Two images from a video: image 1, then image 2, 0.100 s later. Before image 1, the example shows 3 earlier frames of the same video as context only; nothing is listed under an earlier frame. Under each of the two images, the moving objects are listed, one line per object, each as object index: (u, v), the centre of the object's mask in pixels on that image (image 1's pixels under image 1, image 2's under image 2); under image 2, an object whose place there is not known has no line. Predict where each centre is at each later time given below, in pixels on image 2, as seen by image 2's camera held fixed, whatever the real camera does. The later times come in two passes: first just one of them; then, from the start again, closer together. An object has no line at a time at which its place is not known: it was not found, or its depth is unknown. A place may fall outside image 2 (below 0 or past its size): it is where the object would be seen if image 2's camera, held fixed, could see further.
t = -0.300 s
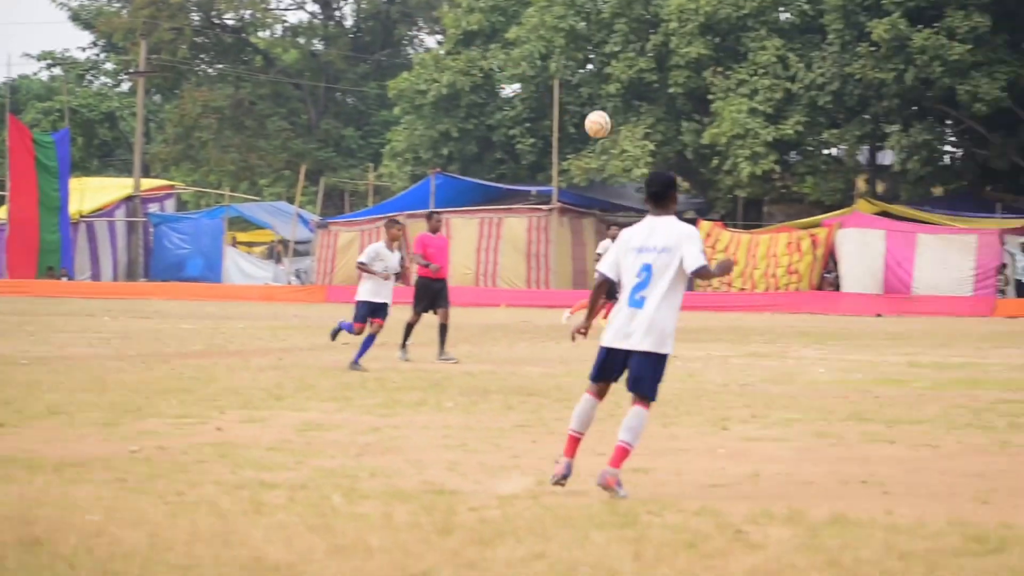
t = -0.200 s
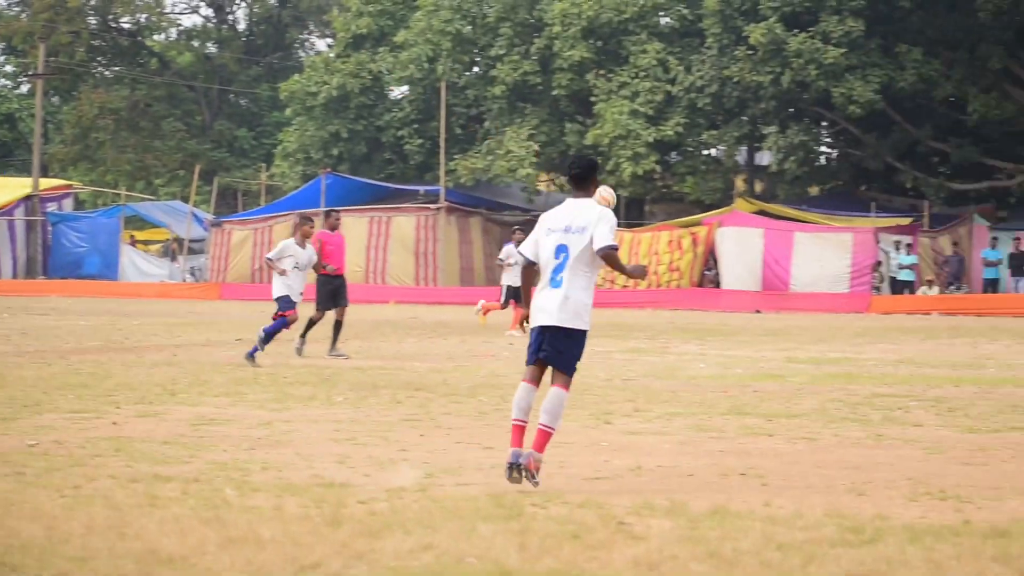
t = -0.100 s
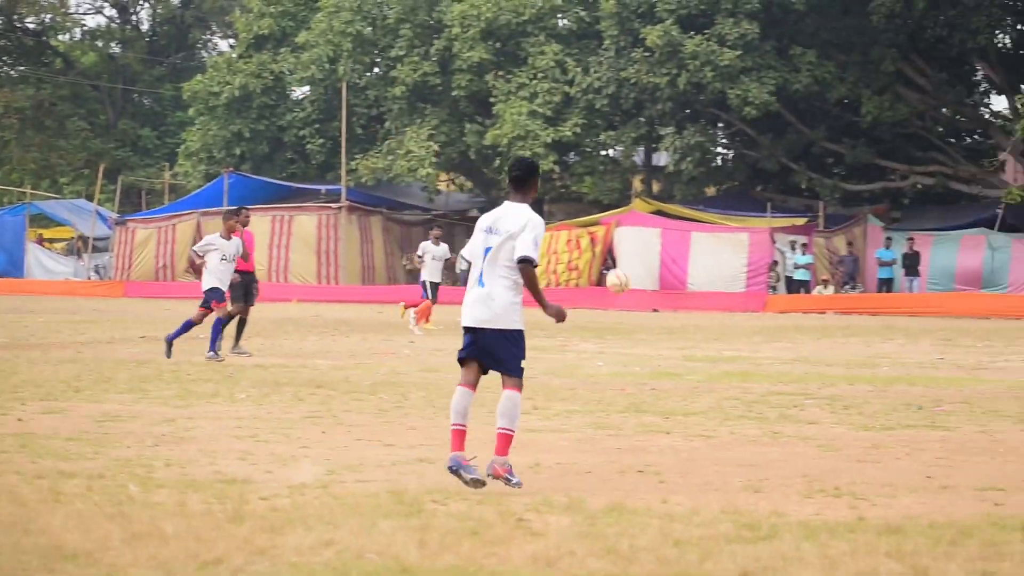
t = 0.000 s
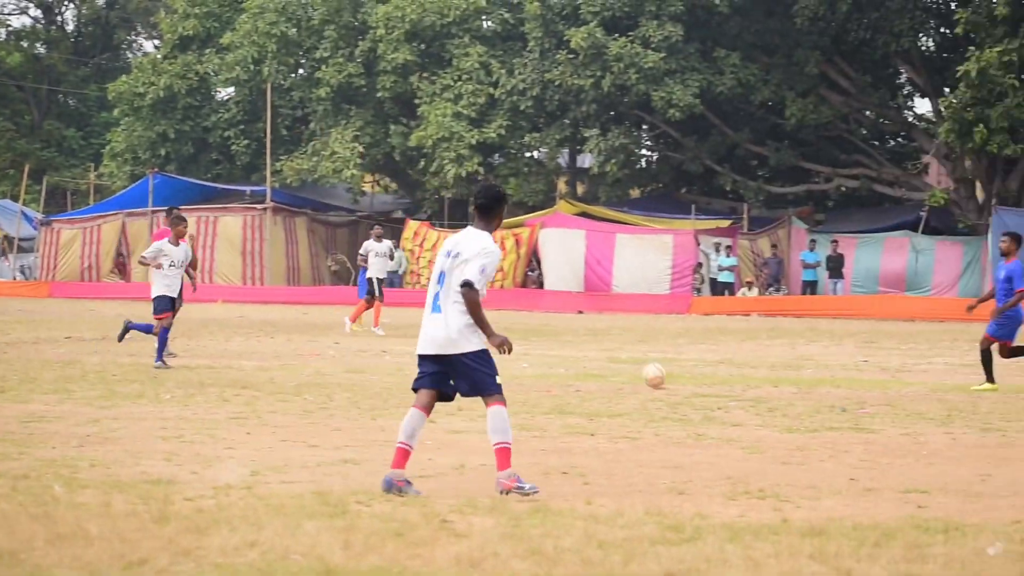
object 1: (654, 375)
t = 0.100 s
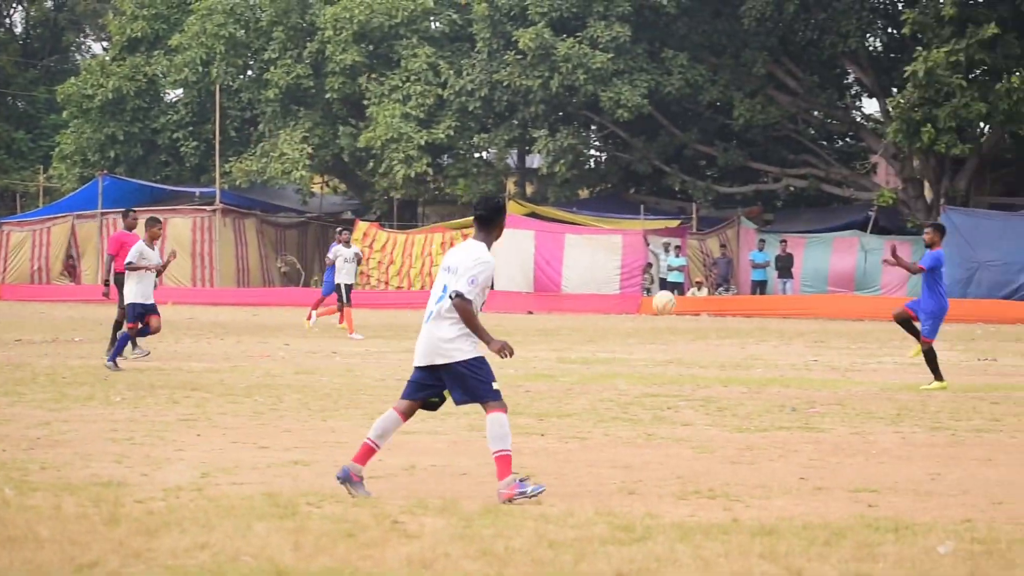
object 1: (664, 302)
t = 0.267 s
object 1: (756, 189)
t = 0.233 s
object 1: (738, 210)
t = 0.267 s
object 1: (756, 189)
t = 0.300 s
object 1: (774, 170)
